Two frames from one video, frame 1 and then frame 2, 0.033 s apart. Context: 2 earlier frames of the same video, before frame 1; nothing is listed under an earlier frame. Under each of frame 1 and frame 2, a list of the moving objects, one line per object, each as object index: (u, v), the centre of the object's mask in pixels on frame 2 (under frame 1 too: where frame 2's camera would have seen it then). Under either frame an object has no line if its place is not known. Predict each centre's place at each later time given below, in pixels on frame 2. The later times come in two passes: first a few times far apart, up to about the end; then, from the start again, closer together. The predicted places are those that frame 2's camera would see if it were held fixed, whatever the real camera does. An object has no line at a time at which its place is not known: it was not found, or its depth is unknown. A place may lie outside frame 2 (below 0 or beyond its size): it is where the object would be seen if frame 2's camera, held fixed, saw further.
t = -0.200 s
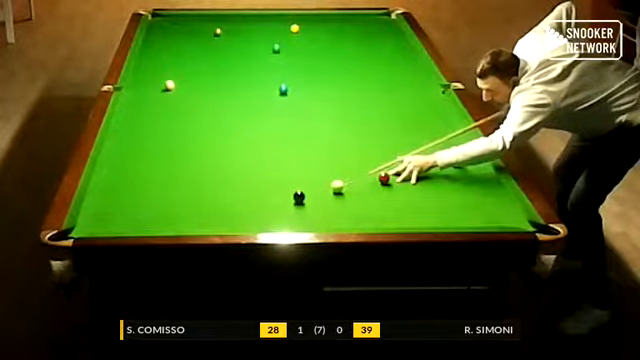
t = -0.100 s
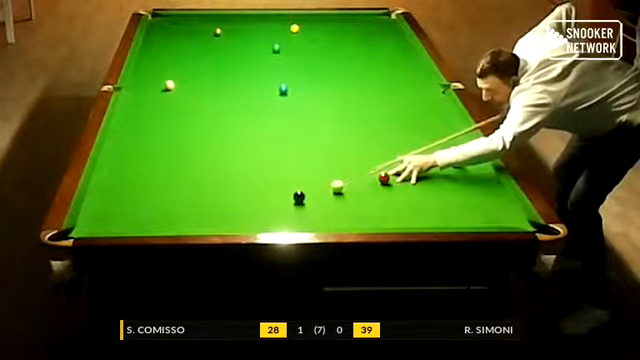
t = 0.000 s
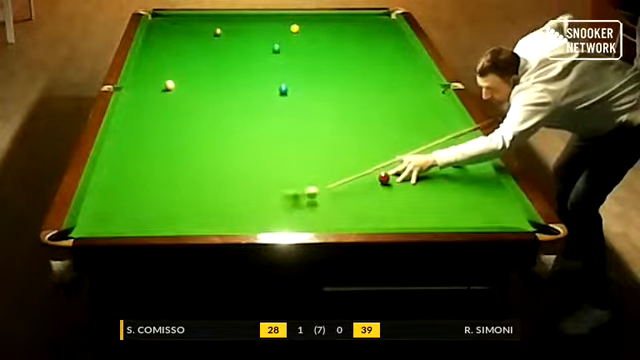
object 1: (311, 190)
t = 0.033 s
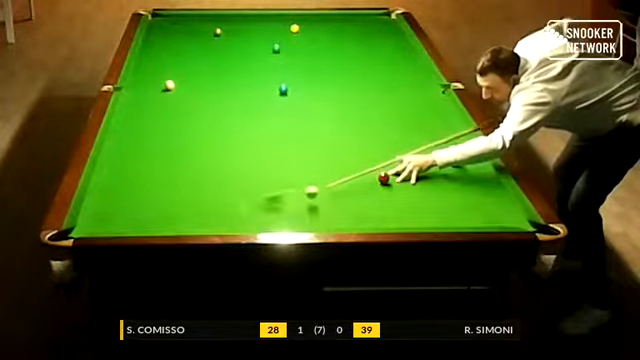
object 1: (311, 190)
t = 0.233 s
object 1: (313, 211)
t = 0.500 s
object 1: (305, 217)
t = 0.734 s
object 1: (301, 207)
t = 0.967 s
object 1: (296, 196)
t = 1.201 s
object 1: (293, 187)
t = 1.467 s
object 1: (290, 178)
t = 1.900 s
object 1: (284, 163)
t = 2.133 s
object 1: (282, 158)
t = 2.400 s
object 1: (280, 151)
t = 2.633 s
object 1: (278, 147)
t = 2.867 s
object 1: (276, 141)
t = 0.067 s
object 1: (312, 191)
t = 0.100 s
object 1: (313, 196)
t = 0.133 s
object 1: (314, 201)
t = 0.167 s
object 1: (314, 205)
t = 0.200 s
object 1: (313, 207)
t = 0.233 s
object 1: (313, 211)
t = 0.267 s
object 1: (312, 214)
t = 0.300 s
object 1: (310, 217)
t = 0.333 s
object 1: (308, 221)
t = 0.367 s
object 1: (308, 223)
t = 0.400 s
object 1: (307, 222)
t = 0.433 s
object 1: (306, 220)
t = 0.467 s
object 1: (306, 218)
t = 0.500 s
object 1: (305, 217)
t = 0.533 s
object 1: (304, 215)
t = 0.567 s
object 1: (304, 215)
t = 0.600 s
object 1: (303, 214)
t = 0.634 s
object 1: (302, 213)
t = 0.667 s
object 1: (302, 211)
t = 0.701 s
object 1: (301, 209)
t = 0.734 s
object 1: (301, 207)
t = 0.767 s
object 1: (300, 206)
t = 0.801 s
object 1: (300, 205)
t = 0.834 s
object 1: (299, 203)
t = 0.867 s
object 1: (298, 201)
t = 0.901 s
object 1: (298, 200)
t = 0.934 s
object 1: (297, 199)
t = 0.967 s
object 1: (296, 196)
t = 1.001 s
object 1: (296, 195)
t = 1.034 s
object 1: (295, 194)
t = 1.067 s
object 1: (295, 193)
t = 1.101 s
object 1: (294, 191)
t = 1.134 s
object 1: (294, 190)
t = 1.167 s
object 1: (293, 189)
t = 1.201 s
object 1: (293, 187)
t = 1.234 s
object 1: (292, 186)
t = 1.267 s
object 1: (292, 185)
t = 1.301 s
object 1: (292, 184)
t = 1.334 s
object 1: (291, 183)
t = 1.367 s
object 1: (291, 181)
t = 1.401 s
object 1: (291, 180)
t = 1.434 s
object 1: (290, 179)
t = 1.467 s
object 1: (290, 178)
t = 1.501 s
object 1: (289, 177)
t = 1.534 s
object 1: (289, 176)
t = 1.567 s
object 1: (289, 175)
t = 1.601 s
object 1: (288, 173)
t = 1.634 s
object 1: (288, 173)
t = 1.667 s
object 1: (287, 171)
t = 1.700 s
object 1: (287, 169)
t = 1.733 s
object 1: (286, 168)
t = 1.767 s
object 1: (286, 168)
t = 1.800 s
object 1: (285, 166)
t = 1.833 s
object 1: (285, 166)
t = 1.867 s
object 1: (284, 164)
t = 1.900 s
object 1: (284, 163)
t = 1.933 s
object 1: (284, 162)
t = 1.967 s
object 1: (284, 162)
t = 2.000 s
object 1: (284, 161)
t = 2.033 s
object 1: (283, 160)
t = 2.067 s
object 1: (283, 159)
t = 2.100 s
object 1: (282, 158)
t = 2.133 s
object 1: (282, 158)
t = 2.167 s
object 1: (282, 157)
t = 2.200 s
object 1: (282, 156)
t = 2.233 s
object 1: (281, 155)
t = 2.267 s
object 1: (281, 154)
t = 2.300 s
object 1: (281, 153)
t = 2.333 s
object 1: (281, 153)
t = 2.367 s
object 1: (280, 152)
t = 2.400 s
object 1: (280, 151)
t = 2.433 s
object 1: (280, 151)
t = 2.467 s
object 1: (279, 150)
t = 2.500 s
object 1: (279, 149)
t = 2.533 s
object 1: (279, 148)
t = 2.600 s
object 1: (278, 147)
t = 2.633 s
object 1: (278, 147)
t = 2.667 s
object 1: (278, 146)
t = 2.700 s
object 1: (277, 145)
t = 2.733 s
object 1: (277, 145)
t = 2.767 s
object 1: (277, 144)
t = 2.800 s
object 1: (277, 143)
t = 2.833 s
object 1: (276, 143)
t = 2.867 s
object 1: (276, 141)
